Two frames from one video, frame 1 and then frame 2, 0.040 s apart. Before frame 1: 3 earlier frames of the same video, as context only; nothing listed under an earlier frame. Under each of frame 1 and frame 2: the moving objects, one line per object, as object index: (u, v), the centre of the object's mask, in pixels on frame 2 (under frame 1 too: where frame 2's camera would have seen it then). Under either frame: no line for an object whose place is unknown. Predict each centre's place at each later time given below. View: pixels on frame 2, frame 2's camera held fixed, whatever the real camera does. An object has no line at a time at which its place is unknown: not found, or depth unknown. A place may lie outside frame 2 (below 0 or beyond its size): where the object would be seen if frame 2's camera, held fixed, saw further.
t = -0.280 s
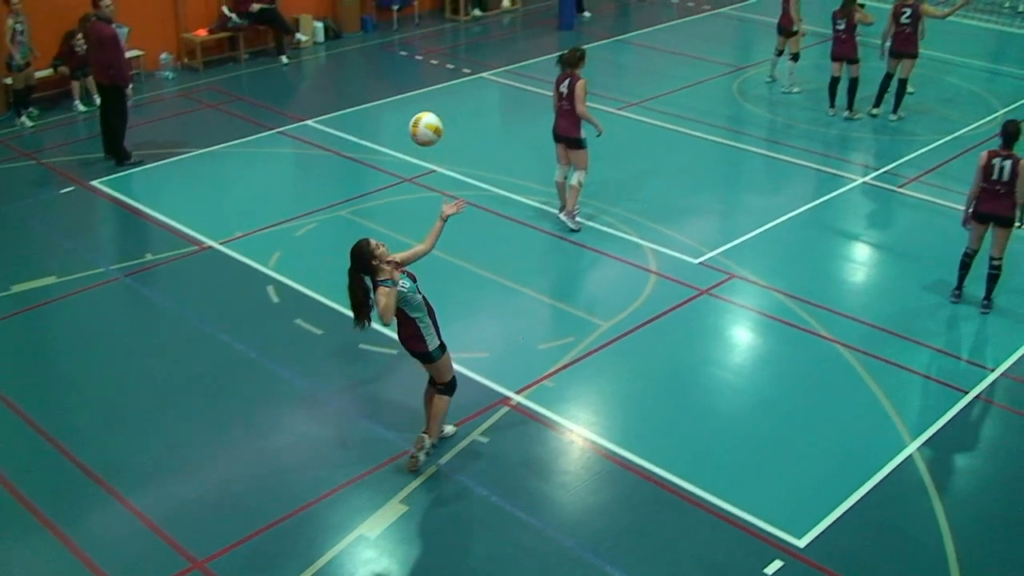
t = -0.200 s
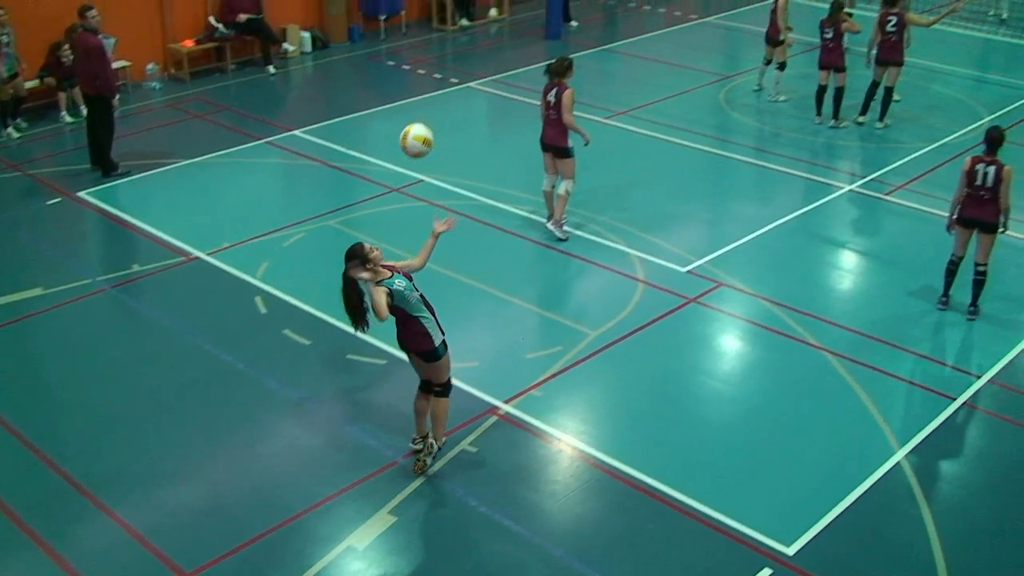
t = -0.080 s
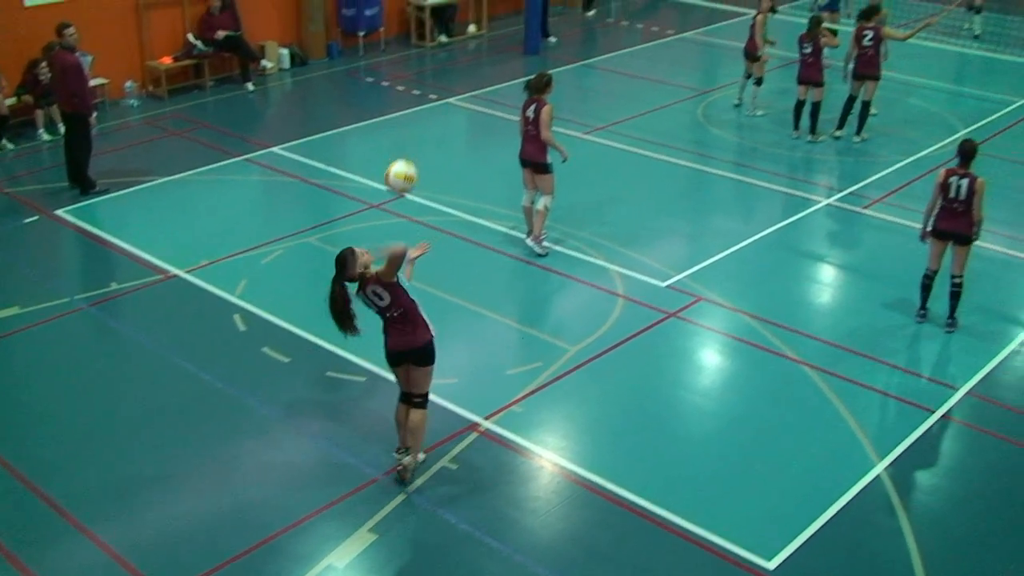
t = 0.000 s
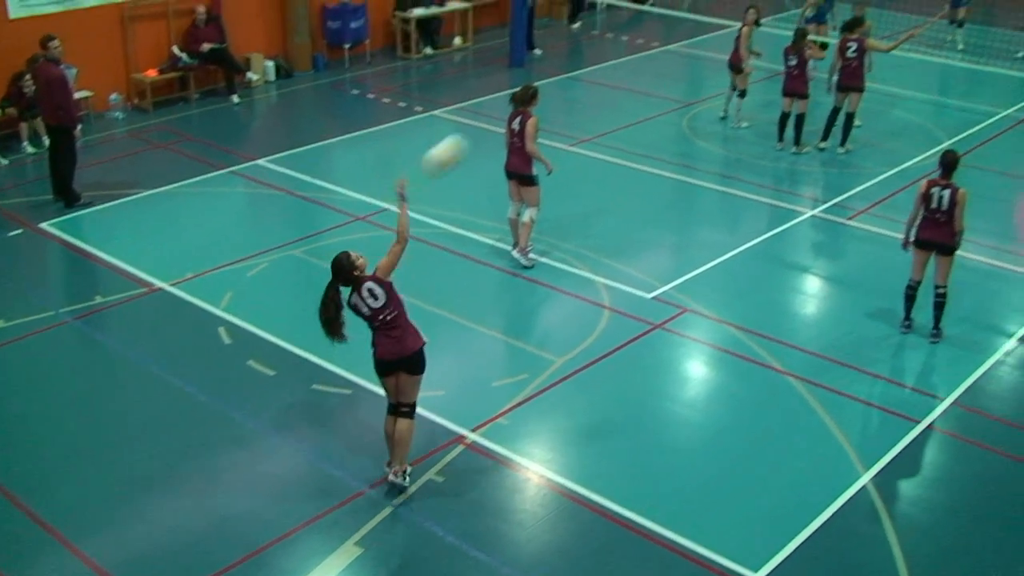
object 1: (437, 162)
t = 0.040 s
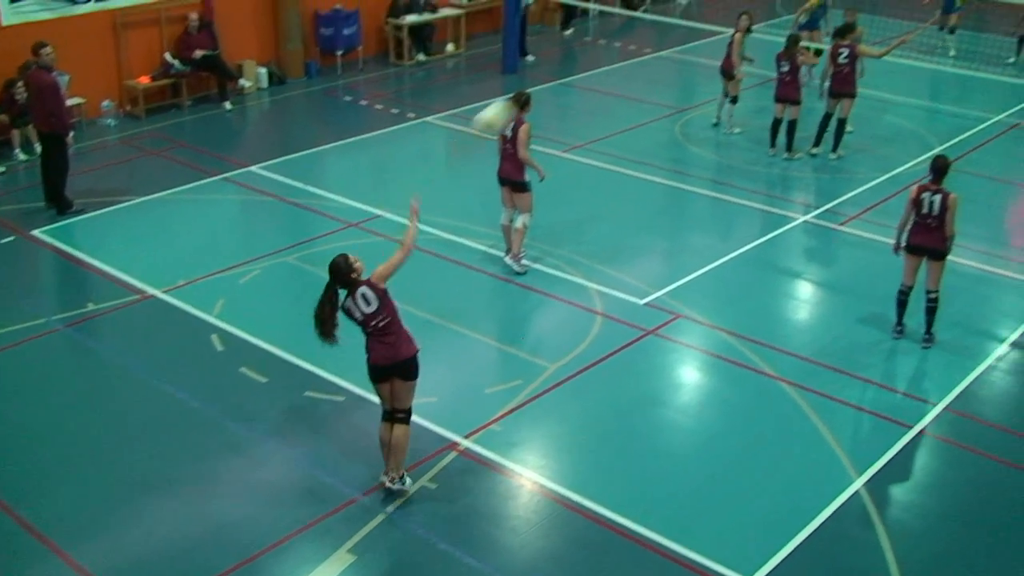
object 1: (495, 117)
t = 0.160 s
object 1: (634, 22)
